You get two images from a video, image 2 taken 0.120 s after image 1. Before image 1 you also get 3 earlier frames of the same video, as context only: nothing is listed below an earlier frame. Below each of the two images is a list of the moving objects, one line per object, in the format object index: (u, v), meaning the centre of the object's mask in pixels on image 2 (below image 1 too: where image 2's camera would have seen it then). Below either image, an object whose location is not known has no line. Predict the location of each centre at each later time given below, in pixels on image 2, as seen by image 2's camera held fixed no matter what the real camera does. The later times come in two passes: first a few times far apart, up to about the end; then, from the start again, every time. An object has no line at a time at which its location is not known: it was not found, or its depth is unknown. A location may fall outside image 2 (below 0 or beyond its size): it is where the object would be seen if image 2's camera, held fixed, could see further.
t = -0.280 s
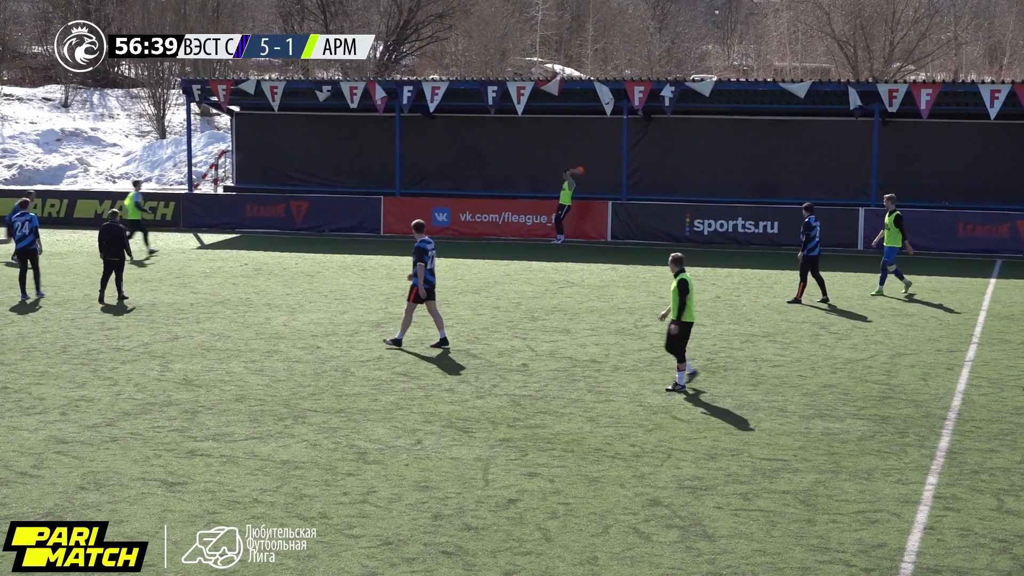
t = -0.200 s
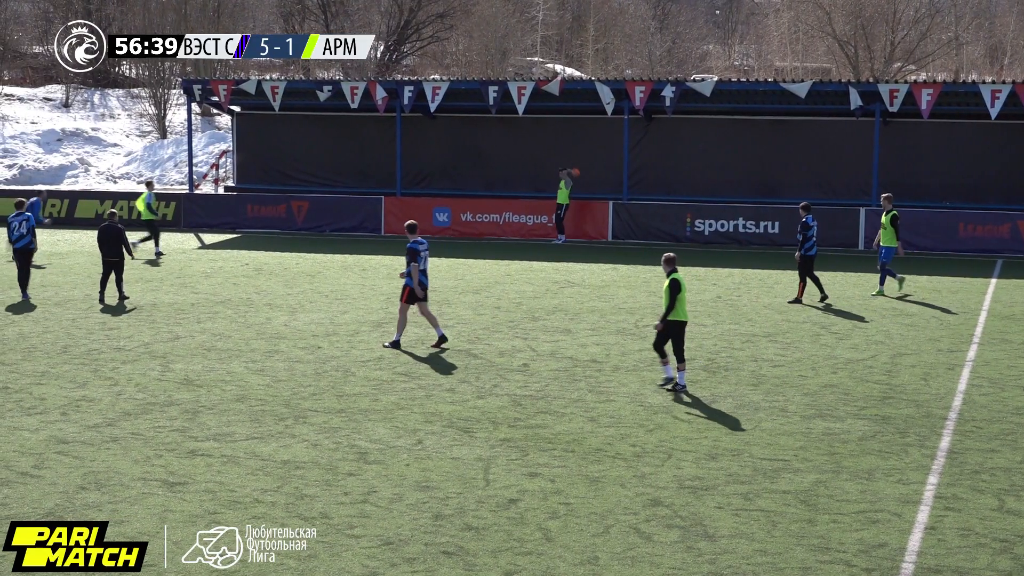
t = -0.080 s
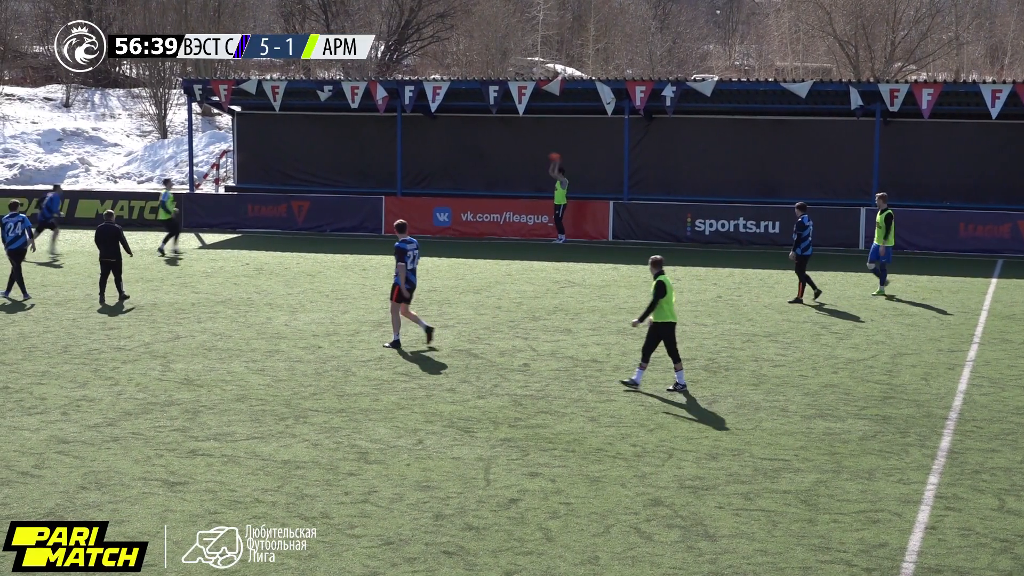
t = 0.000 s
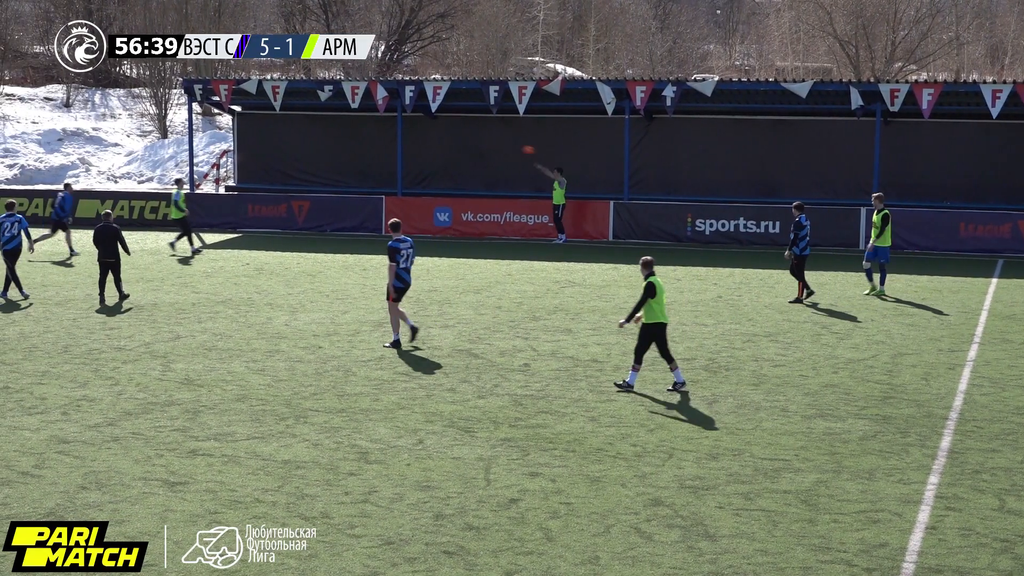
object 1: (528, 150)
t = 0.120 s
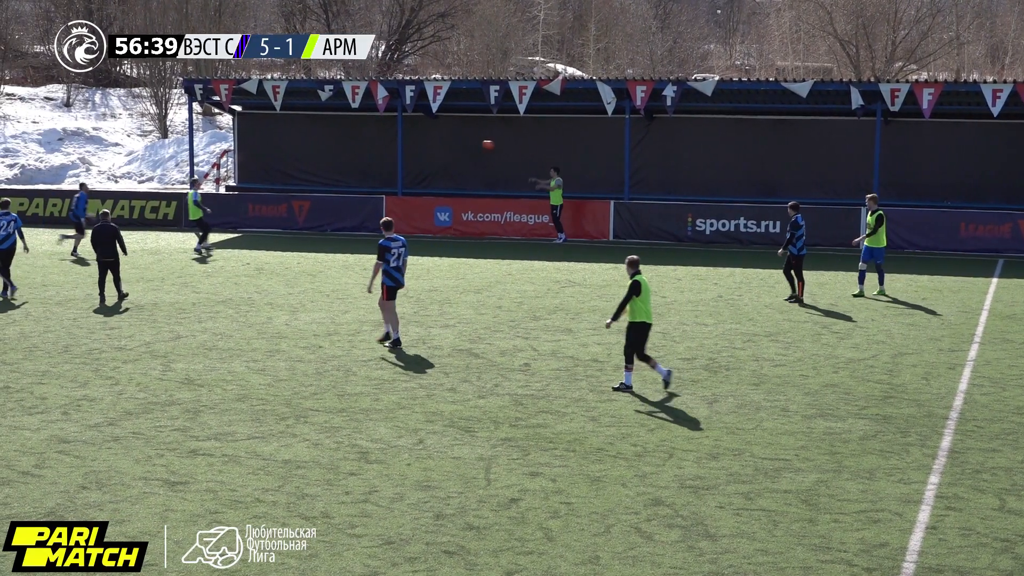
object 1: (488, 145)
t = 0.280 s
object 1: (434, 148)
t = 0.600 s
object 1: (328, 188)
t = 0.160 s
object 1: (473, 145)
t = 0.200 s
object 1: (460, 145)
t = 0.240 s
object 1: (447, 146)
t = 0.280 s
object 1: (434, 148)
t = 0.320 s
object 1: (420, 150)
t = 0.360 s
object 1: (407, 153)
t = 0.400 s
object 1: (393, 157)
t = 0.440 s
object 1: (380, 162)
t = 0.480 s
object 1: (367, 167)
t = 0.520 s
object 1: (354, 173)
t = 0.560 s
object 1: (340, 180)
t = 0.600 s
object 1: (328, 188)
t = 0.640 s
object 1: (315, 195)
